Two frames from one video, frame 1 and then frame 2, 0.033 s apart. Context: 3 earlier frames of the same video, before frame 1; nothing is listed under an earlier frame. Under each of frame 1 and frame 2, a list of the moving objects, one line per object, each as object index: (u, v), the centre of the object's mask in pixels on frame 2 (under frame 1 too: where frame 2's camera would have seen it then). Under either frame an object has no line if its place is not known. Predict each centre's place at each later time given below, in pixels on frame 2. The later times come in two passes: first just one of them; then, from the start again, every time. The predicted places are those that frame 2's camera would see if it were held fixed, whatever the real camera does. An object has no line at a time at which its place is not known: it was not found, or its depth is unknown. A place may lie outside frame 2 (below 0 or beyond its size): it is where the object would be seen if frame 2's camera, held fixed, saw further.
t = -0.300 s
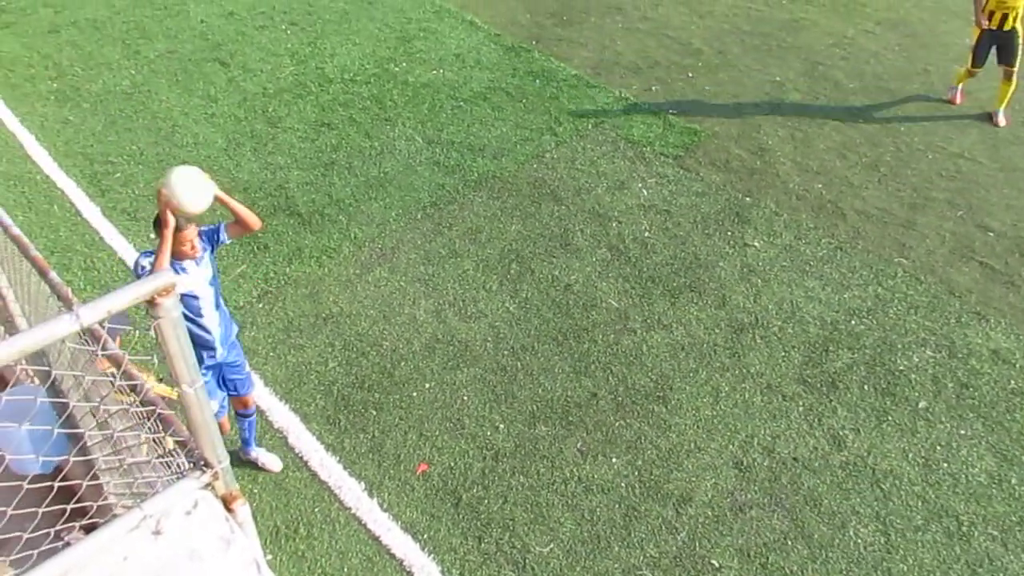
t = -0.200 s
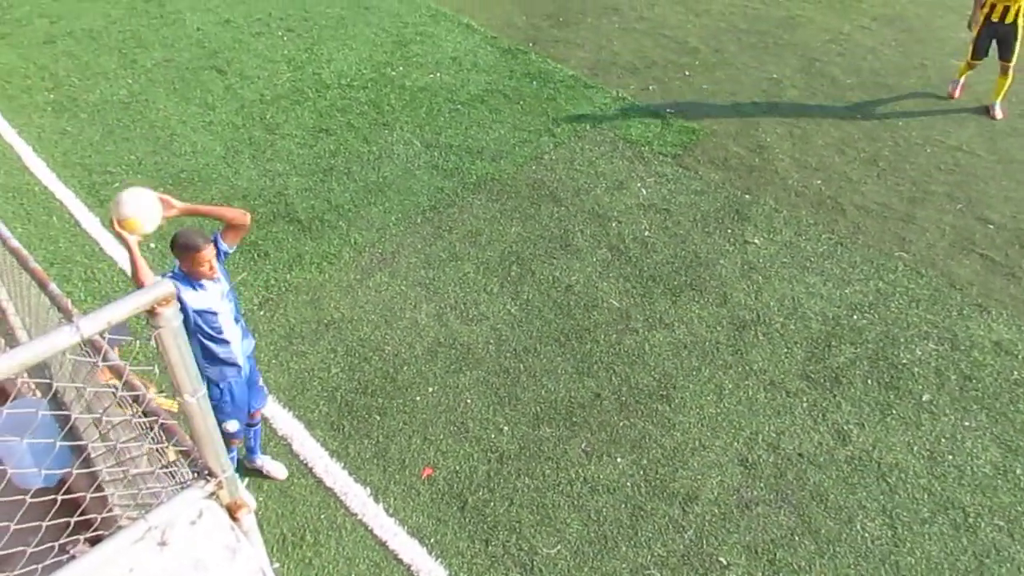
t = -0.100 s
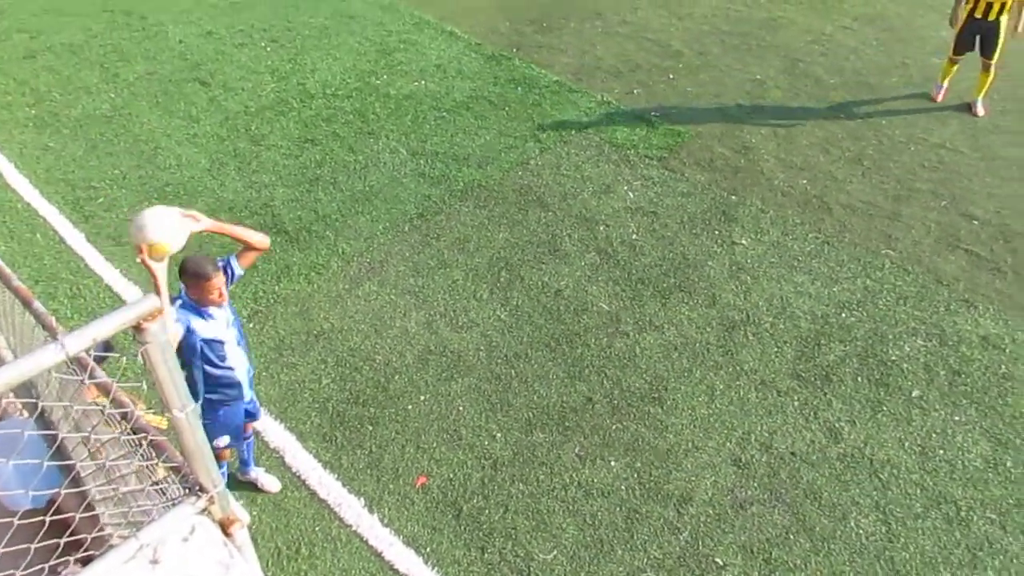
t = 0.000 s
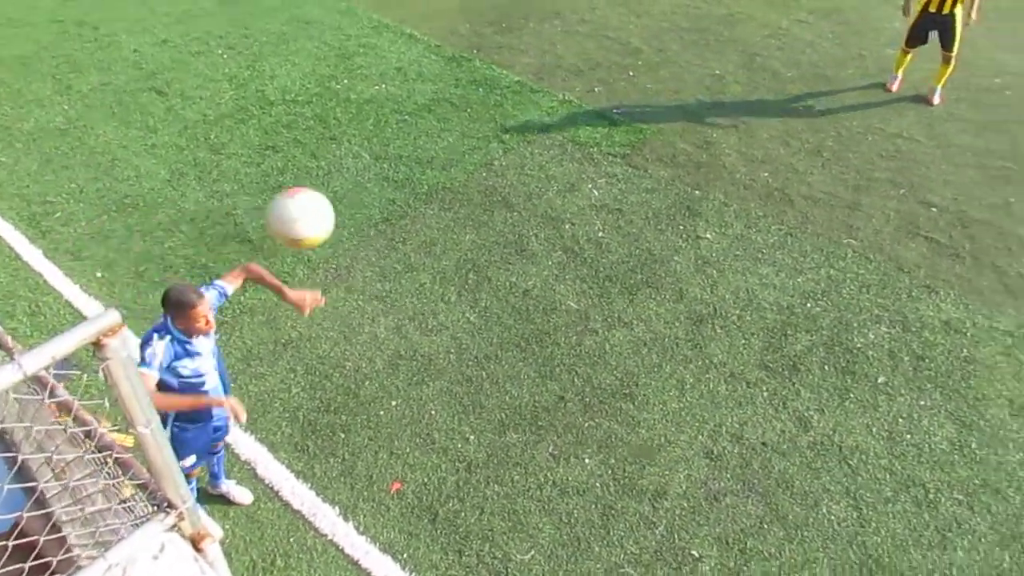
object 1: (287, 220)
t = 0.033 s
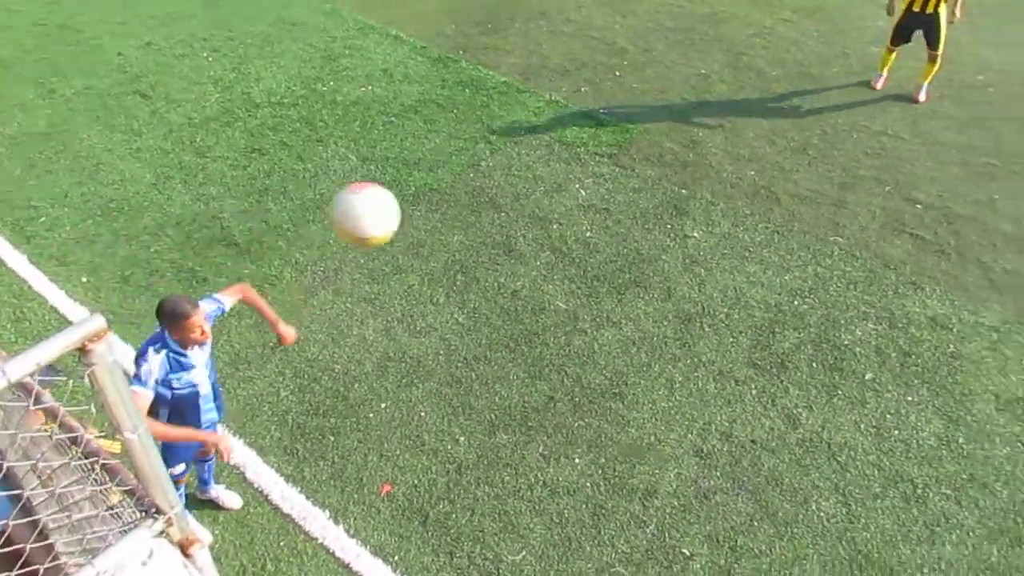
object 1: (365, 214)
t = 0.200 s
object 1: (879, 221)
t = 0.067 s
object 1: (451, 209)
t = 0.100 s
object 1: (545, 208)
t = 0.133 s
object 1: (647, 209)
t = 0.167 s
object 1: (758, 214)
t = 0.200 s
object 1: (879, 221)
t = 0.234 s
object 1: (1008, 232)
